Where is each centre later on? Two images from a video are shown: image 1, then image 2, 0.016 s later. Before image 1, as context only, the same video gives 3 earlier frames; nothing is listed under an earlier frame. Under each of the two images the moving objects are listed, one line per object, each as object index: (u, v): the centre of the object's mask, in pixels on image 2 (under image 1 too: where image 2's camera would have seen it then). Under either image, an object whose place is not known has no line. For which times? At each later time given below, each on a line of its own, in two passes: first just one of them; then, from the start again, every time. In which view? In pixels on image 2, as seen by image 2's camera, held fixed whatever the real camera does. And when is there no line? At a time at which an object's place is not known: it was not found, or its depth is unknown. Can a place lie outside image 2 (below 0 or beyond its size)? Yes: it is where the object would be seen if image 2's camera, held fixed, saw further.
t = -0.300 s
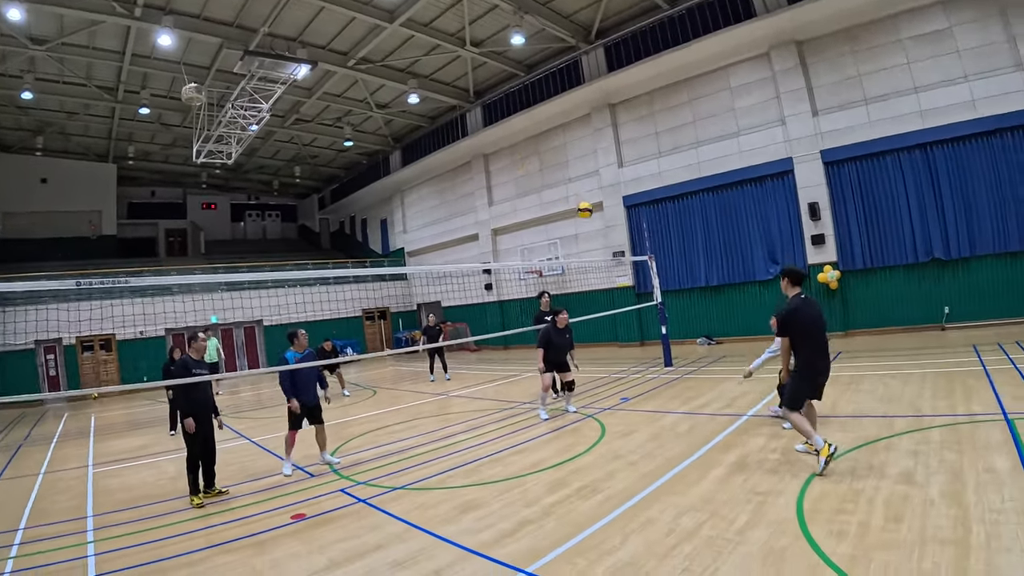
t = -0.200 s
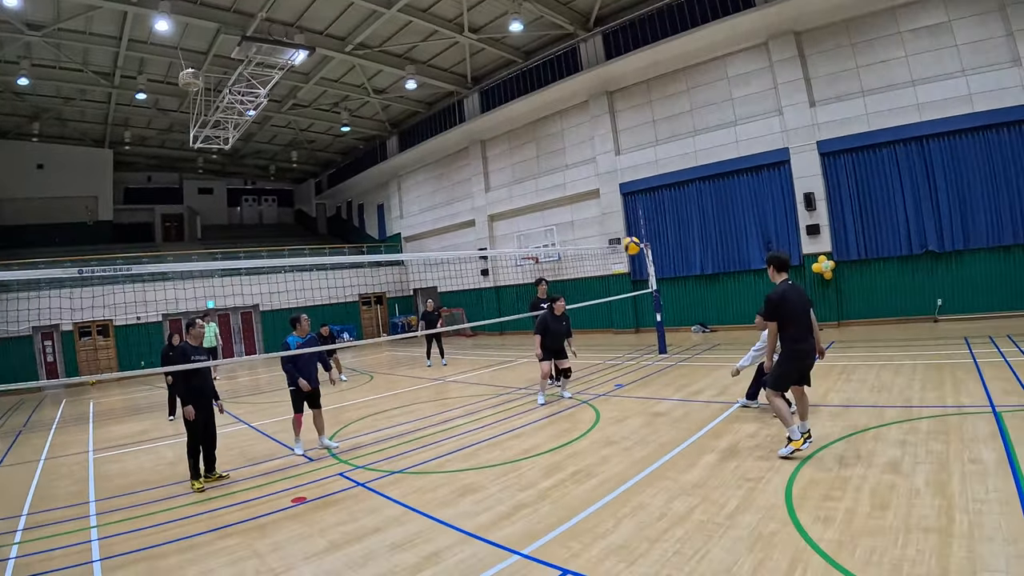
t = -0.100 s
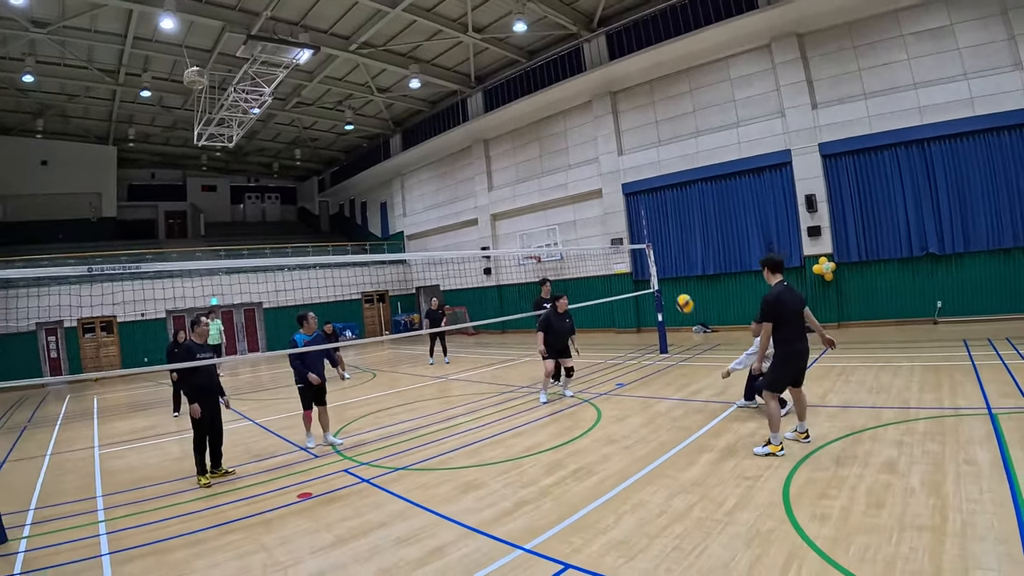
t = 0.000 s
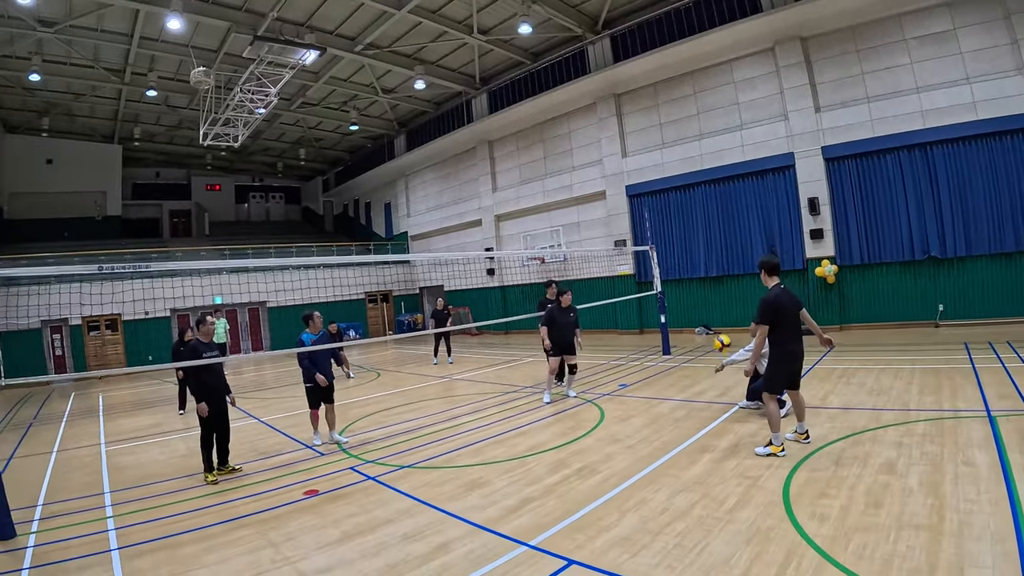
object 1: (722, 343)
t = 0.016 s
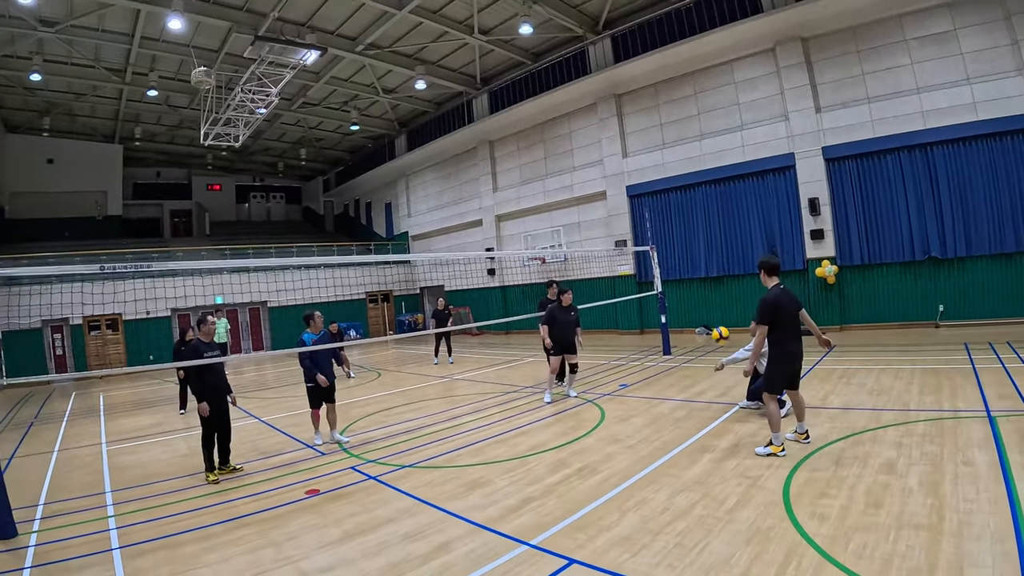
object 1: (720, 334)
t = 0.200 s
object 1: (695, 257)
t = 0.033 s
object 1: (718, 326)
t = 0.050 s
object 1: (716, 319)
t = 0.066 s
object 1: (713, 311)
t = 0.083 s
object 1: (711, 304)
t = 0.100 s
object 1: (708, 296)
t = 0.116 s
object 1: (706, 289)
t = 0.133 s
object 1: (704, 282)
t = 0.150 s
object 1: (702, 276)
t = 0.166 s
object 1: (700, 269)
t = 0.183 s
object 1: (698, 263)
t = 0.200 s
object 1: (695, 257)
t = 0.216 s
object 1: (693, 252)
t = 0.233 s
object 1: (692, 246)
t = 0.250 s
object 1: (690, 241)
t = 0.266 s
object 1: (688, 237)
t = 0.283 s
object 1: (686, 232)
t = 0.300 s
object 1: (684, 228)
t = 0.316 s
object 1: (683, 223)
